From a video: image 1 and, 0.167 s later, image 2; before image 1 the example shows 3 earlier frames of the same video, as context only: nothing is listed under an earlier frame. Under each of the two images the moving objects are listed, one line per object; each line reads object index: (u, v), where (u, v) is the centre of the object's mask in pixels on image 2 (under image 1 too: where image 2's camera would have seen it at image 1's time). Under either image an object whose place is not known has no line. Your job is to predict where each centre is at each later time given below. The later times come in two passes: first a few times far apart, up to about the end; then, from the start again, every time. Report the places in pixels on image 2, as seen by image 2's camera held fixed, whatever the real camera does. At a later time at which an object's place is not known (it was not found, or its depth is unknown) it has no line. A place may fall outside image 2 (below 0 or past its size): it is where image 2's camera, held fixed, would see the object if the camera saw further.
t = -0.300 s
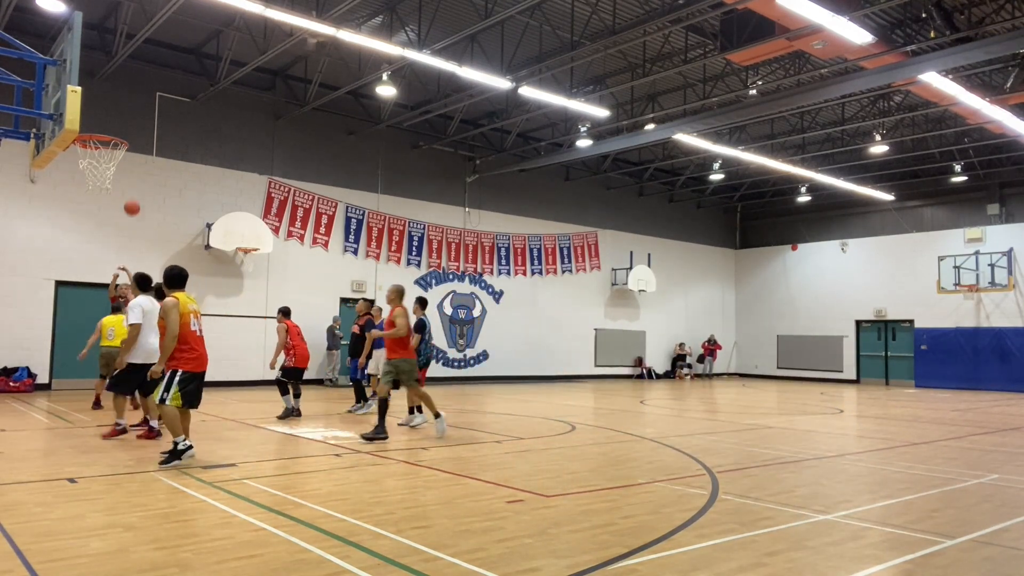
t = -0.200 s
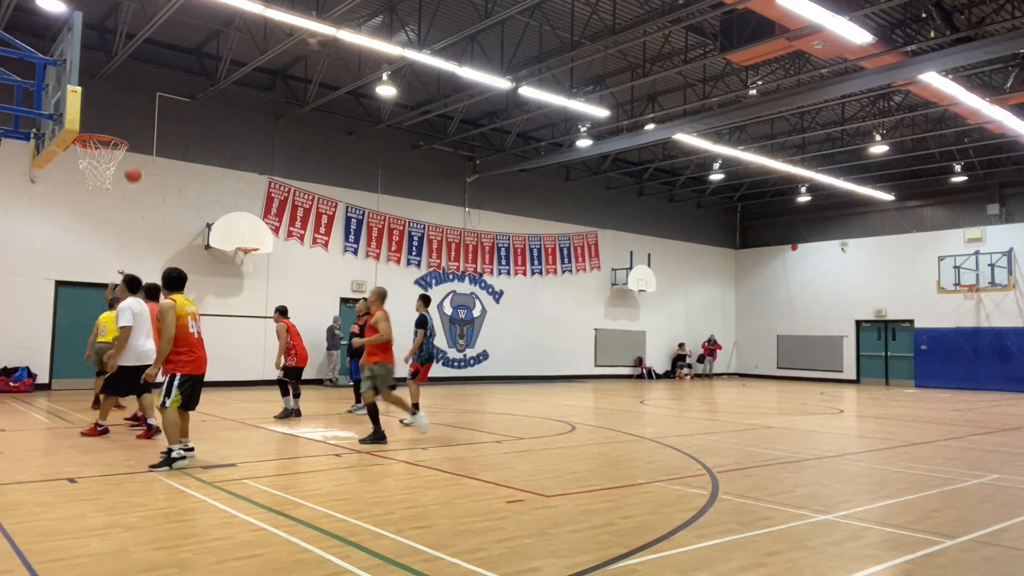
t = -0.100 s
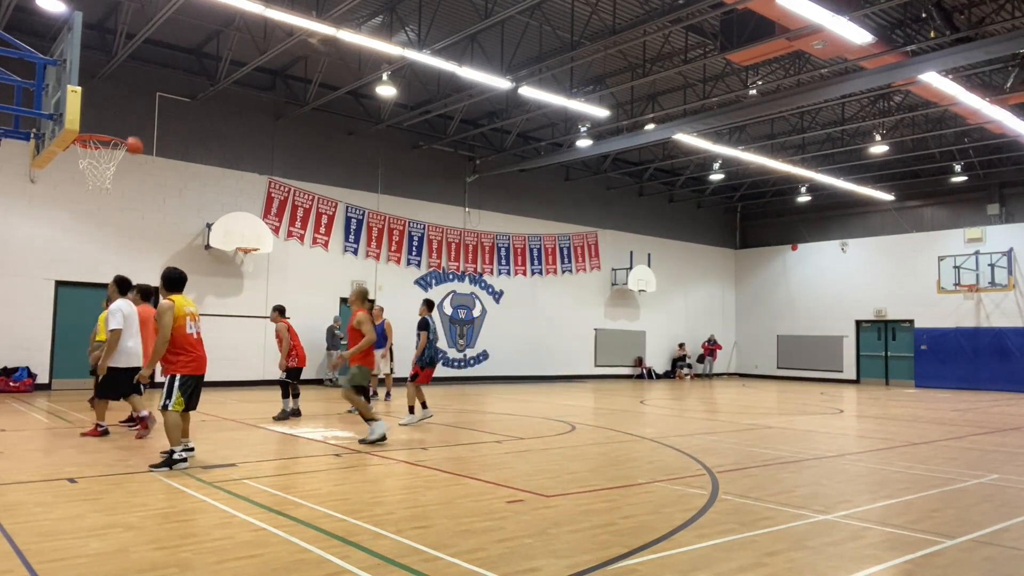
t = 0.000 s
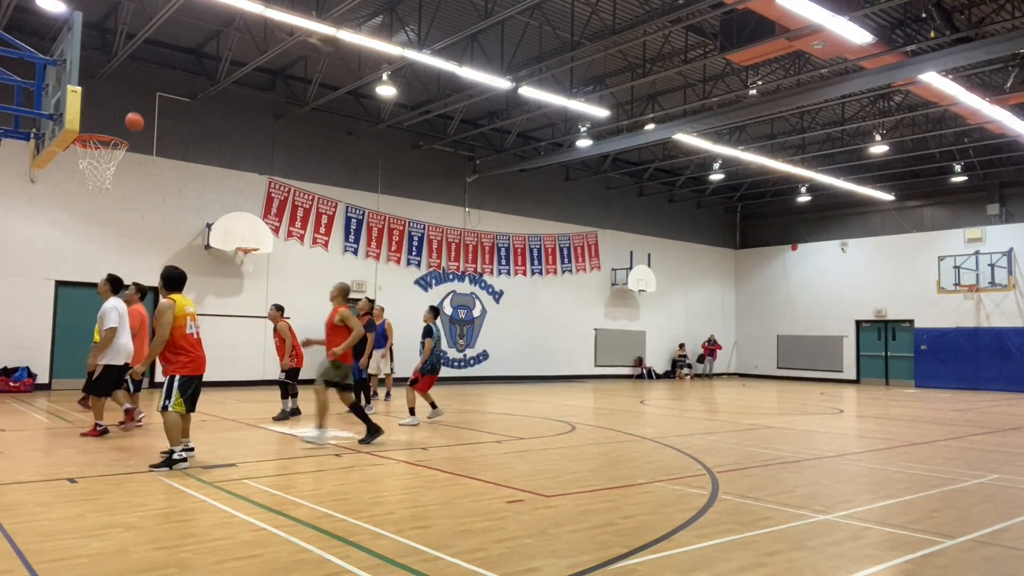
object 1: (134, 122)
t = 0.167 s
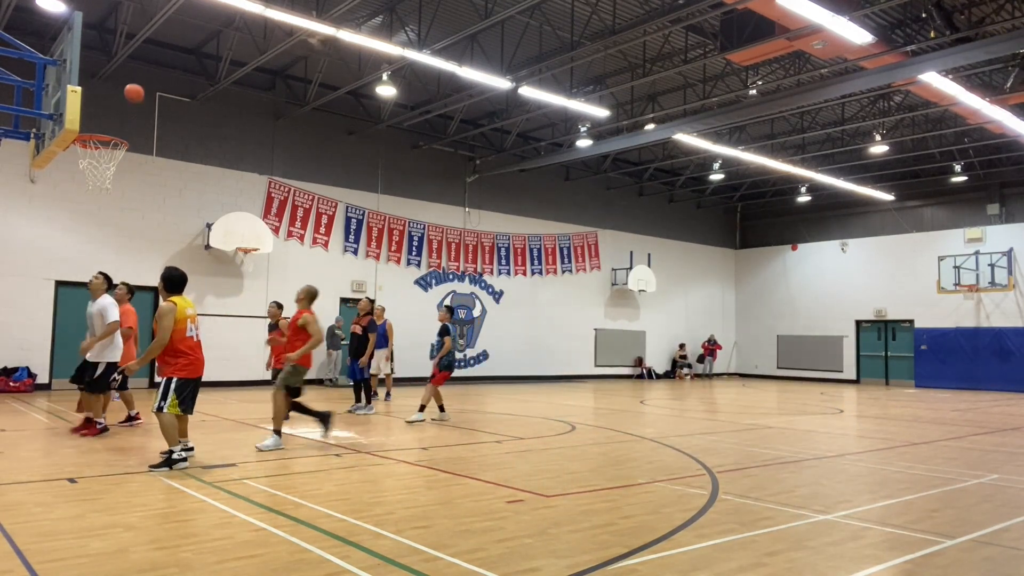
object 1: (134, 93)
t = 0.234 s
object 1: (133, 87)
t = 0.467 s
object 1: (130, 89)
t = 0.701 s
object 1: (122, 132)
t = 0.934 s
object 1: (88, 106)
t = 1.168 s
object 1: (132, 128)
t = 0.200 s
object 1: (134, 90)
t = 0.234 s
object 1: (133, 87)
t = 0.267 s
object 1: (133, 85)
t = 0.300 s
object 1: (133, 83)
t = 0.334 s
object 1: (132, 82)
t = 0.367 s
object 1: (132, 83)
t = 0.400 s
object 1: (131, 84)
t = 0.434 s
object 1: (131, 86)
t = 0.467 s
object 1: (130, 89)
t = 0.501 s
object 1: (129, 93)
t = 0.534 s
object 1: (128, 98)
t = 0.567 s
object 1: (127, 105)
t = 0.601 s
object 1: (126, 112)
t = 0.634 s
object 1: (125, 121)
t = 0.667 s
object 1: (125, 130)
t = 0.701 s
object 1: (122, 132)
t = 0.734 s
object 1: (116, 126)
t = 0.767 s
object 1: (111, 122)
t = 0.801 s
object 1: (106, 116)
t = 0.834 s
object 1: (100, 112)
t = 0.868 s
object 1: (95, 109)
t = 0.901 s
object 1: (91, 106)
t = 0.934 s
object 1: (88, 106)
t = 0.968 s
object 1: (92, 105)
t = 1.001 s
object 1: (96, 106)
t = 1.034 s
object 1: (104, 108)
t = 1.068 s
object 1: (111, 111)
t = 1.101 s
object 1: (118, 116)
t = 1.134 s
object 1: (125, 121)
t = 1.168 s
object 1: (132, 128)
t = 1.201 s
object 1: (139, 135)
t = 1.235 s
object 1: (146, 144)
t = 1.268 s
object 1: (153, 153)
